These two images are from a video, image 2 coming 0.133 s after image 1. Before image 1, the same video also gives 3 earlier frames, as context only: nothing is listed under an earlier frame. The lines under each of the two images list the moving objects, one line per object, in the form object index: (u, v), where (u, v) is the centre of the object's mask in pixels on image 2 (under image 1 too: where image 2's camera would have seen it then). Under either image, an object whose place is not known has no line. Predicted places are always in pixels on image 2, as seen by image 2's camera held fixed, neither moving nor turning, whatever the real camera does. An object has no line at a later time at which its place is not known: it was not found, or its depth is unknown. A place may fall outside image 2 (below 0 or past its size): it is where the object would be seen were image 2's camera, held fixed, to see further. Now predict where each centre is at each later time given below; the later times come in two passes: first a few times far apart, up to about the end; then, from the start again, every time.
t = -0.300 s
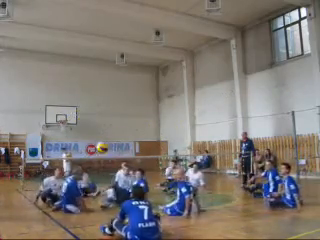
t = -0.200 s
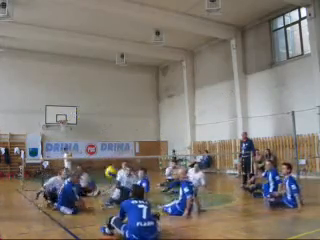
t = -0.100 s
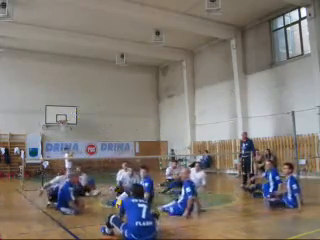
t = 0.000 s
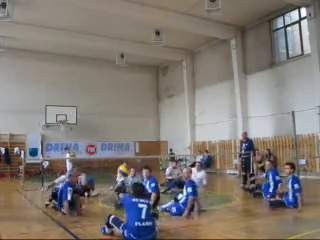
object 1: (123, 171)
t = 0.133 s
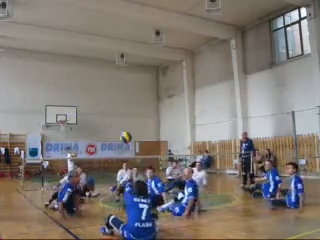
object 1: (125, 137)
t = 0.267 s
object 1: (127, 116)
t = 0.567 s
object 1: (130, 107)
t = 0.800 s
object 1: (134, 129)
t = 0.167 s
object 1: (126, 130)
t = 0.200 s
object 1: (126, 124)
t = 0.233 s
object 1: (127, 120)
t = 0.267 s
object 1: (127, 116)
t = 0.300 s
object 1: (128, 112)
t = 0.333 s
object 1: (128, 110)
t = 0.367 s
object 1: (128, 108)
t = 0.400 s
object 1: (128, 106)
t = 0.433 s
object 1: (129, 105)
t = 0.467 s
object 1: (129, 105)
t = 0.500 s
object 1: (130, 105)
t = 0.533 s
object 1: (129, 106)
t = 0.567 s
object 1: (130, 107)
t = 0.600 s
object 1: (131, 108)
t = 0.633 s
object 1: (132, 112)
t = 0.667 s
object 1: (132, 114)
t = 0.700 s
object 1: (132, 117)
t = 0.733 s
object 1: (132, 121)
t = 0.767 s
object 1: (133, 124)
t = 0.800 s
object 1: (134, 129)
